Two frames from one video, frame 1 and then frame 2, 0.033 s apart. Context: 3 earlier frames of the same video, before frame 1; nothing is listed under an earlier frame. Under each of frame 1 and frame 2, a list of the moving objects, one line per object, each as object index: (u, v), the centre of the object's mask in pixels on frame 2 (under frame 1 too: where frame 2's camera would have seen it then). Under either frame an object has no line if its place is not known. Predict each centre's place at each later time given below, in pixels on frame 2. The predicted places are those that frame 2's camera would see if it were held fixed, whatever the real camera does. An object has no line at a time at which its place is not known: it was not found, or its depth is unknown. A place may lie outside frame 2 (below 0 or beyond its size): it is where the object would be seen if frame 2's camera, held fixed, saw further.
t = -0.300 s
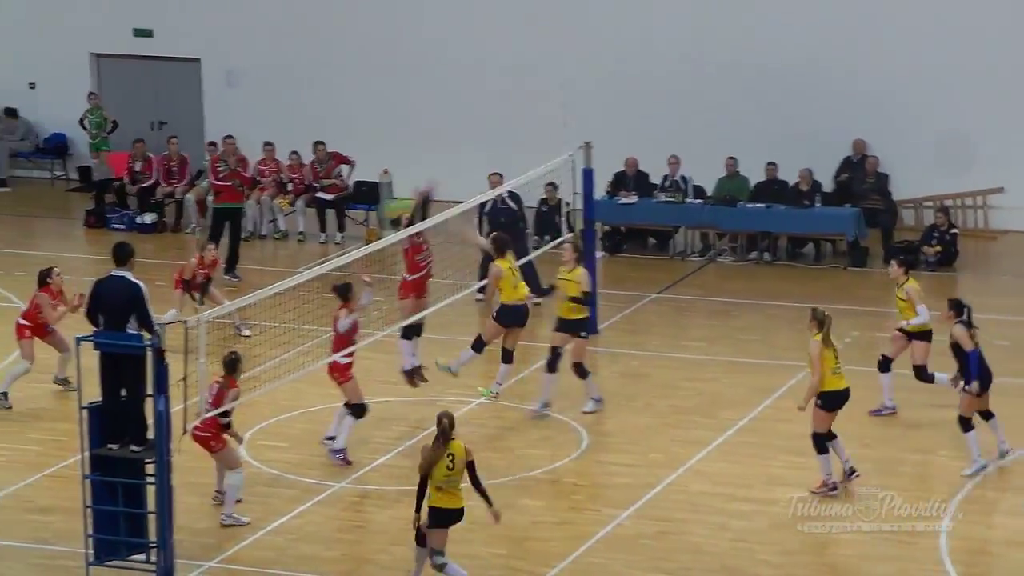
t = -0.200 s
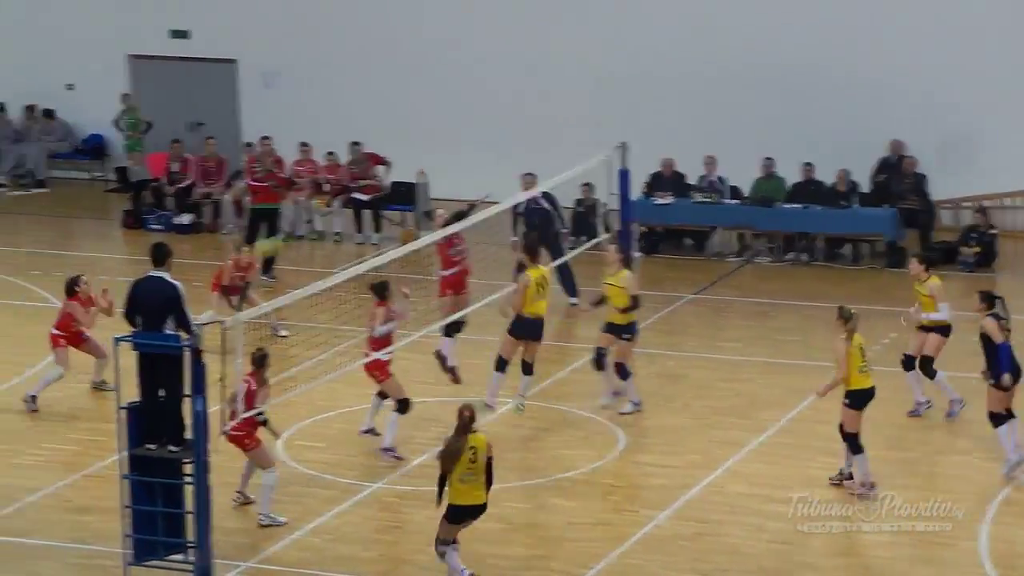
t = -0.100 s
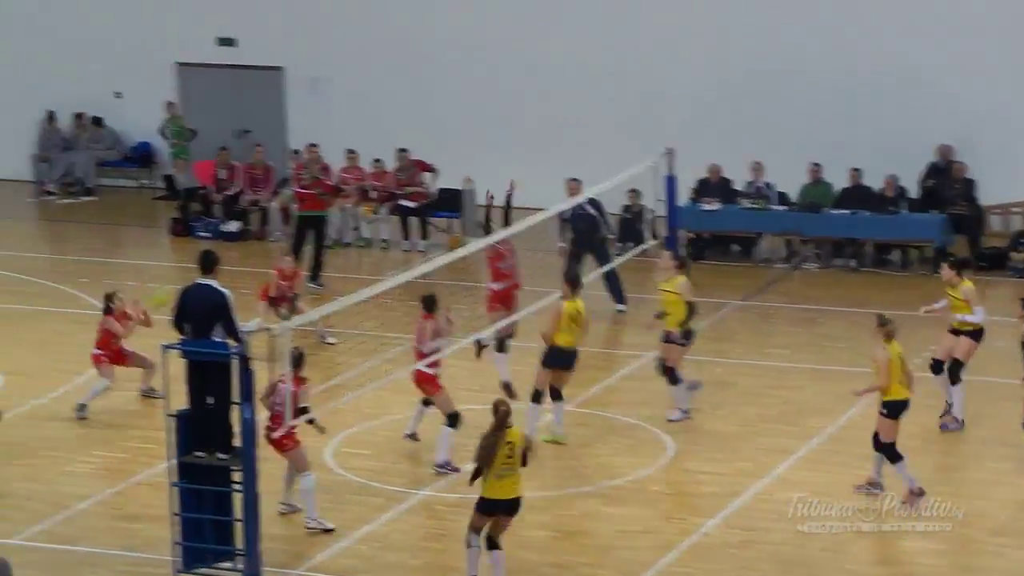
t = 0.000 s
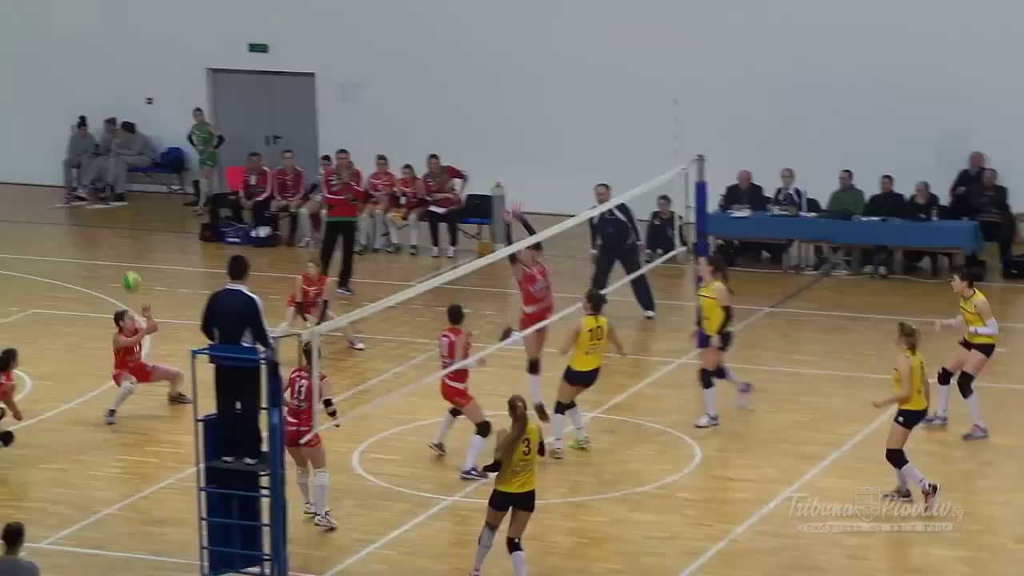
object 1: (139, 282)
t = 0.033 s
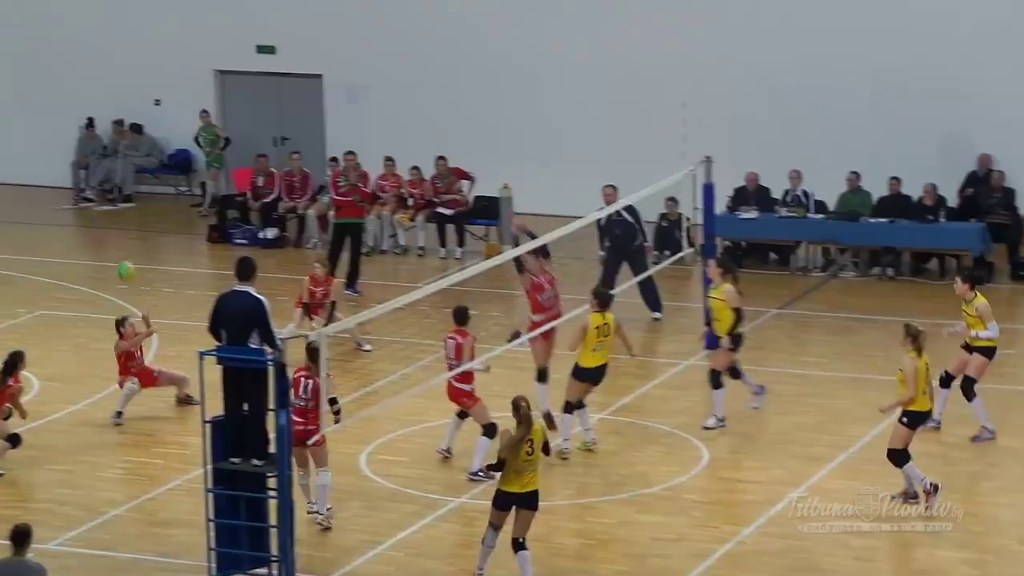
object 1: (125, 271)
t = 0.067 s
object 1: (114, 260)
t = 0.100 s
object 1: (102, 251)
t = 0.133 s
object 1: (89, 243)
